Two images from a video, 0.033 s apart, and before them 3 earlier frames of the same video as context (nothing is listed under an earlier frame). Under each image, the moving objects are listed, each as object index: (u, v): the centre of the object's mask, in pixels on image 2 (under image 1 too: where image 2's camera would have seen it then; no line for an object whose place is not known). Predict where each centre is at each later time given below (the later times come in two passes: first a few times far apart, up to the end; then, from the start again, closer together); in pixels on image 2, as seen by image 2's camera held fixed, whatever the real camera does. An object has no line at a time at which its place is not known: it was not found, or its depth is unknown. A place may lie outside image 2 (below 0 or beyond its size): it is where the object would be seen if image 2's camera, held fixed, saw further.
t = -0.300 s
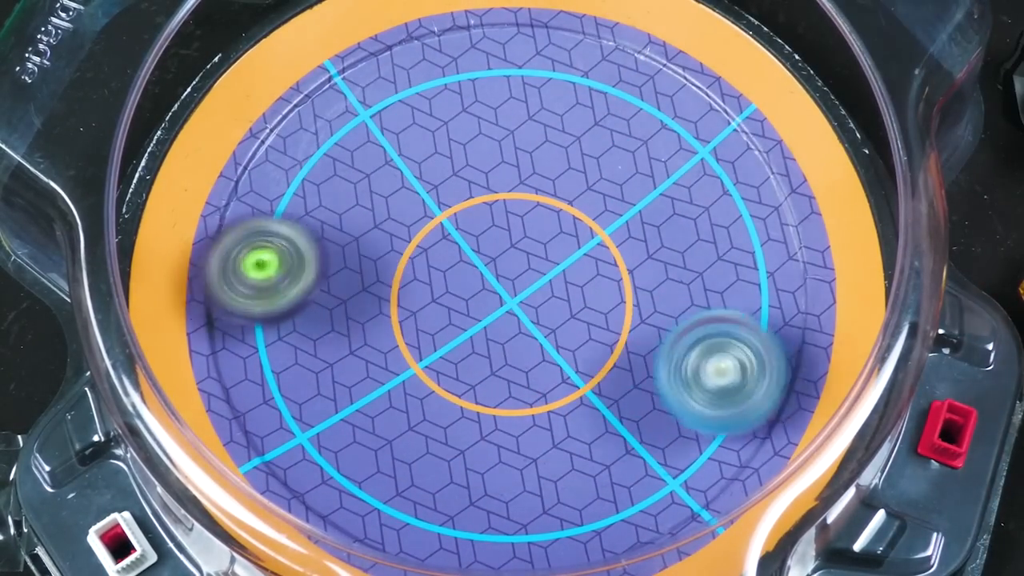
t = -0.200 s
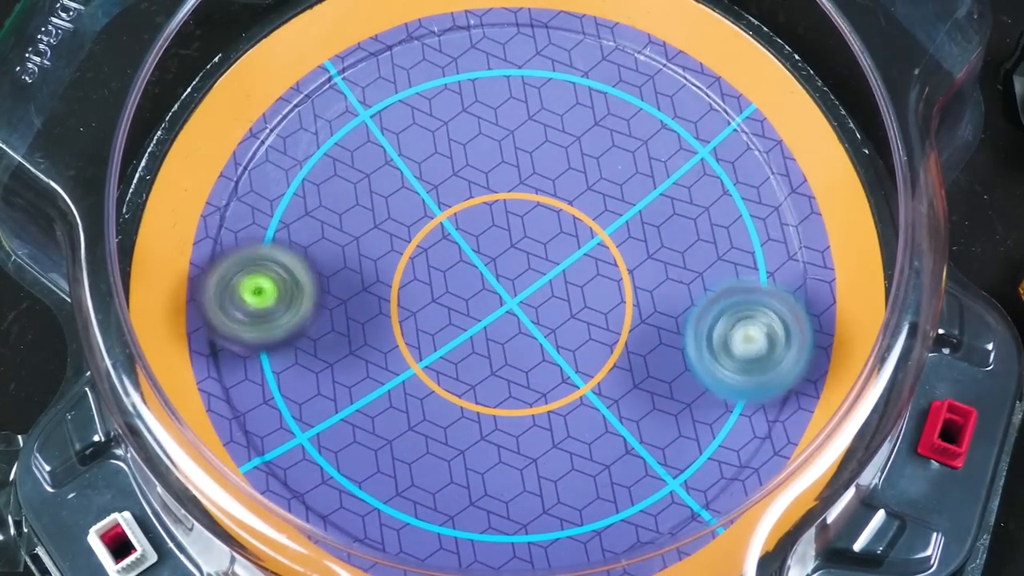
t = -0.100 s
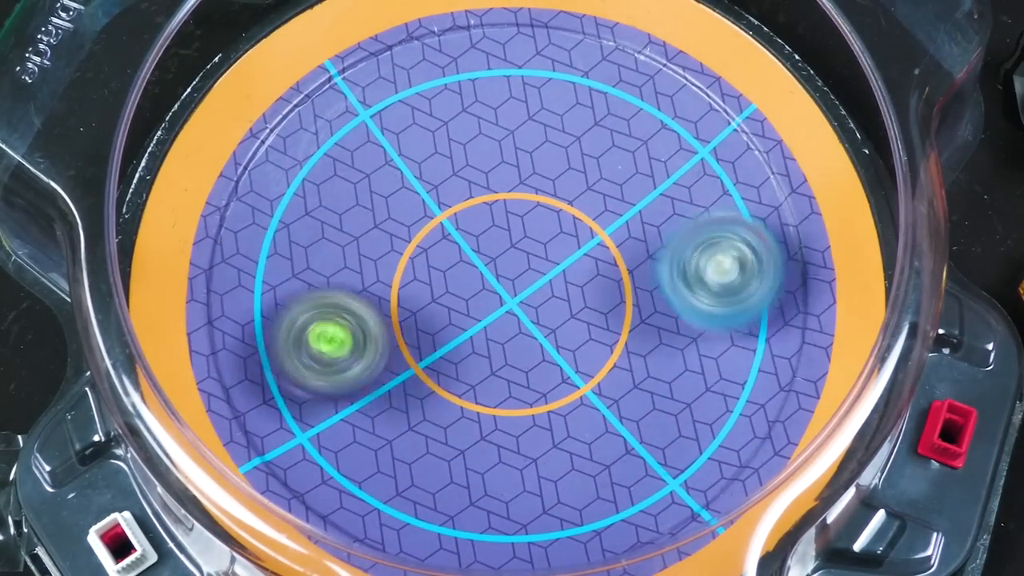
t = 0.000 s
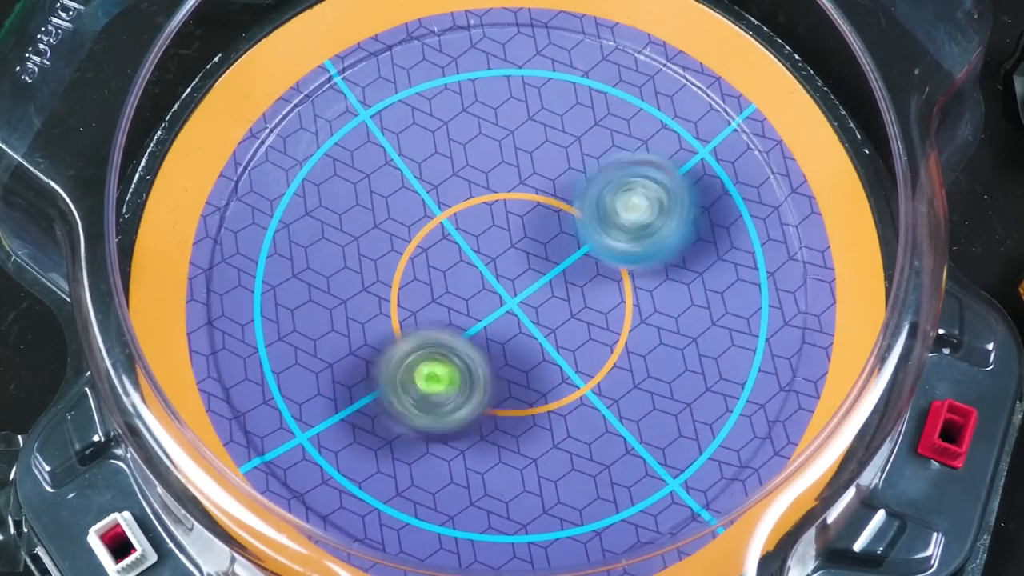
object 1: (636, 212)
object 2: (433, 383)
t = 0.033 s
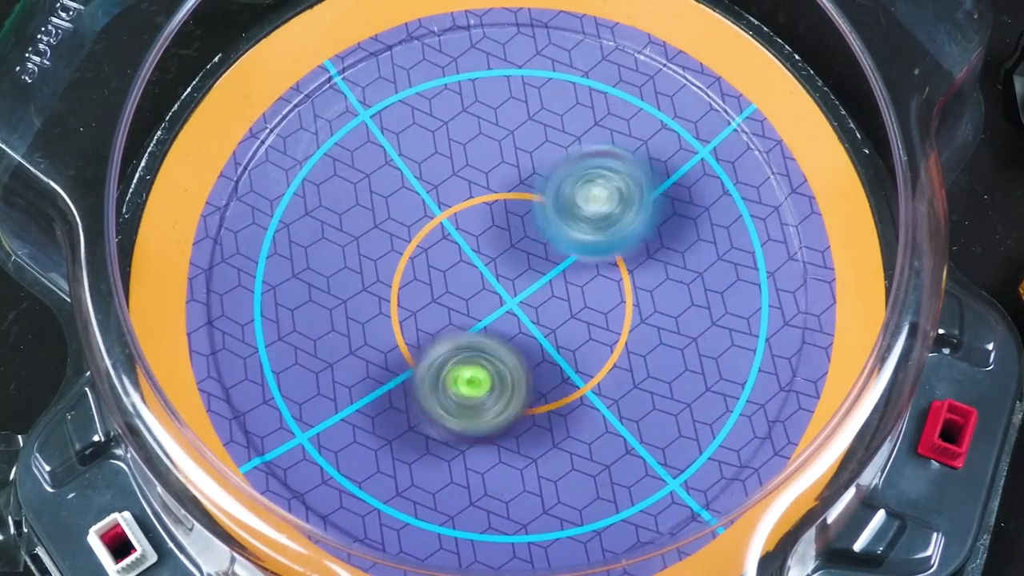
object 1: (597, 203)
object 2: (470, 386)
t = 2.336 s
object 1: (568, 175)
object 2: (379, 258)
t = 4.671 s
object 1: (419, 214)
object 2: (527, 309)
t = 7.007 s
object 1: (574, 233)
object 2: (492, 330)
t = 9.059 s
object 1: (497, 383)
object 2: (505, 242)
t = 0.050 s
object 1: (578, 201)
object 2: (486, 386)
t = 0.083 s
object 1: (539, 201)
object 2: (518, 378)
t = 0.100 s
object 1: (522, 202)
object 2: (531, 372)
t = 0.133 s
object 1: (487, 208)
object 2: (556, 358)
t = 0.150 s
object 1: (469, 213)
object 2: (567, 350)
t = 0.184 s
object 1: (438, 225)
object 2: (587, 332)
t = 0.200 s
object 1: (425, 232)
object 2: (594, 325)
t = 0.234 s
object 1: (402, 248)
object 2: (606, 309)
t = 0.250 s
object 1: (393, 258)
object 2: (611, 300)
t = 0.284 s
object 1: (378, 279)
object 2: (614, 283)
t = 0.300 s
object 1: (372, 291)
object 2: (615, 276)
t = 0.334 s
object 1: (366, 314)
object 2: (612, 262)
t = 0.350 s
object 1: (365, 325)
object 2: (609, 256)
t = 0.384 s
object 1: (369, 348)
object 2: (603, 248)
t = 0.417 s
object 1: (379, 371)
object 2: (591, 241)
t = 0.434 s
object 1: (387, 382)
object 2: (585, 239)
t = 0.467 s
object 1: (407, 401)
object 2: (571, 232)
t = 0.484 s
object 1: (420, 409)
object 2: (562, 230)
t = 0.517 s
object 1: (448, 423)
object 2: (546, 224)
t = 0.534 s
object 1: (461, 427)
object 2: (536, 221)
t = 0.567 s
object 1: (491, 431)
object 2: (517, 215)
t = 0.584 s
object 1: (505, 432)
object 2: (509, 211)
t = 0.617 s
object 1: (532, 428)
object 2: (489, 205)
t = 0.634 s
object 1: (546, 426)
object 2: (481, 203)
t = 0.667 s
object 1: (571, 416)
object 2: (465, 199)
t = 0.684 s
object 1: (583, 408)
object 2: (455, 198)
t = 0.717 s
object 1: (602, 390)
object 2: (439, 200)
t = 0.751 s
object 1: (612, 368)
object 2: (428, 204)
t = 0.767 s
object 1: (614, 357)
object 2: (424, 207)
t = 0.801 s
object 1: (612, 331)
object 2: (421, 215)
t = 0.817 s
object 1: (607, 318)
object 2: (420, 220)
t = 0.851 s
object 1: (594, 293)
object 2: (422, 229)
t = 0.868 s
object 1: (583, 281)
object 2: (424, 233)
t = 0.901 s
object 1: (565, 260)
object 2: (430, 244)
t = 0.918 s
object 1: (559, 250)
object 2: (431, 248)
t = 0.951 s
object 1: (598, 241)
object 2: (382, 244)
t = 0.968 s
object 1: (615, 239)
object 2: (361, 241)
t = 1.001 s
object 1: (648, 230)
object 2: (325, 236)
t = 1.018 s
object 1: (660, 226)
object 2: (311, 234)
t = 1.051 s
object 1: (676, 219)
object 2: (289, 232)
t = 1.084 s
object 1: (684, 209)
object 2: (276, 233)
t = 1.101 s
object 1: (685, 204)
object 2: (273, 236)
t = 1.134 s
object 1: (680, 197)
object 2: (276, 244)
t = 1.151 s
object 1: (675, 194)
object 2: (281, 250)
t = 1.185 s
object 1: (659, 185)
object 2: (299, 265)
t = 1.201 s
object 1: (651, 181)
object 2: (311, 273)
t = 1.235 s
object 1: (627, 169)
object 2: (338, 291)
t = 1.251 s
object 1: (614, 164)
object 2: (353, 299)
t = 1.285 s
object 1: (586, 160)
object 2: (385, 311)
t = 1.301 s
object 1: (569, 160)
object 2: (400, 315)
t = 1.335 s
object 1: (534, 164)
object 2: (430, 322)
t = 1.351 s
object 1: (517, 170)
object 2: (446, 324)
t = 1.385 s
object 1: (487, 181)
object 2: (475, 322)
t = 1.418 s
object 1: (459, 203)
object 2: (505, 315)
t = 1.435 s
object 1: (448, 208)
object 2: (521, 316)
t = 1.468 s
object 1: (422, 215)
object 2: (552, 322)
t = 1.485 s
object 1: (411, 220)
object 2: (566, 322)
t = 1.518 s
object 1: (395, 233)
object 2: (592, 323)
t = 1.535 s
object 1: (389, 242)
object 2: (603, 321)
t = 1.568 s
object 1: (384, 263)
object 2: (624, 315)
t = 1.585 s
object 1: (383, 272)
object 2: (632, 310)
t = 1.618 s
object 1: (387, 294)
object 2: (645, 297)
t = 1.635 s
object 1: (391, 304)
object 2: (649, 289)
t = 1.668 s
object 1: (405, 328)
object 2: (655, 275)
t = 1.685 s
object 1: (414, 340)
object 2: (657, 267)
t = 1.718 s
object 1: (436, 360)
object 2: (655, 252)
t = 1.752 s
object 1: (465, 376)
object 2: (649, 237)
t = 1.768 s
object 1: (482, 382)
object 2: (645, 229)
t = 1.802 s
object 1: (513, 388)
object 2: (635, 212)
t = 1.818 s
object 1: (531, 388)
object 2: (628, 204)
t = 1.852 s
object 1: (564, 383)
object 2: (612, 188)
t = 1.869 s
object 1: (578, 378)
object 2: (605, 181)
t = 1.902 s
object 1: (607, 361)
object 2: (586, 170)
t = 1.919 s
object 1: (619, 350)
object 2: (576, 167)
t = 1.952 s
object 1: (636, 327)
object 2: (555, 164)
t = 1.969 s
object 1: (642, 313)
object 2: (545, 165)
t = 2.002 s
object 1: (647, 282)
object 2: (525, 167)
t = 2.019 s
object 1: (646, 266)
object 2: (517, 169)
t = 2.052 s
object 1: (637, 239)
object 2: (500, 173)
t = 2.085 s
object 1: (620, 215)
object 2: (489, 178)
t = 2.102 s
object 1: (608, 201)
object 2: (485, 180)
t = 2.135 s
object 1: (605, 186)
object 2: (461, 186)
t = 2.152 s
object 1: (605, 182)
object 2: (444, 189)
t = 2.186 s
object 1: (607, 178)
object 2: (417, 195)
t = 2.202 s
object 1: (608, 178)
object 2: (407, 200)
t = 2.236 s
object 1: (607, 176)
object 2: (391, 210)
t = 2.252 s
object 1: (603, 176)
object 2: (385, 216)
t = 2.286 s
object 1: (592, 176)
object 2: (378, 232)
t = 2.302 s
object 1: (585, 176)
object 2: (377, 239)
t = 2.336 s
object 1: (568, 175)
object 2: (379, 258)
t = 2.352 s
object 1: (559, 174)
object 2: (384, 267)
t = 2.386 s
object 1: (541, 174)
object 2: (396, 288)
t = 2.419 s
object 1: (528, 174)
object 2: (413, 308)
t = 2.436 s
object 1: (523, 174)
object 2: (424, 319)
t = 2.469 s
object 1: (513, 180)
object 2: (448, 338)
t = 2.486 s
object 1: (509, 185)
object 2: (461, 346)
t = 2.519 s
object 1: (502, 199)
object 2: (485, 357)
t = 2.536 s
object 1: (499, 208)
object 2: (498, 359)
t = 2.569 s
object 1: (493, 228)
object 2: (520, 361)
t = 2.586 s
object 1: (492, 240)
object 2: (530, 360)
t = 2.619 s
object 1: (488, 245)
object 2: (552, 373)
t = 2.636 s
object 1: (486, 244)
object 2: (564, 384)
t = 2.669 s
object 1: (482, 242)
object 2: (583, 397)
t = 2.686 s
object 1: (481, 241)
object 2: (592, 402)
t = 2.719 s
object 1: (480, 241)
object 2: (607, 404)
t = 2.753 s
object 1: (480, 242)
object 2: (617, 398)
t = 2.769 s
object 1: (481, 242)
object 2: (620, 391)
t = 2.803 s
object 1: (483, 244)
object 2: (626, 373)
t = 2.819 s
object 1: (485, 245)
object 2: (628, 364)
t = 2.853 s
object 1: (488, 247)
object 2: (627, 344)
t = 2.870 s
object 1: (490, 249)
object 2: (625, 333)
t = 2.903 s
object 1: (495, 253)
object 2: (618, 312)
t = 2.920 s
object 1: (497, 255)
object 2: (616, 303)
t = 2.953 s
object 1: (488, 253)
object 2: (621, 292)
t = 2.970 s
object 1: (484, 253)
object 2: (623, 288)
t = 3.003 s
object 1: (479, 253)
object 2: (624, 282)
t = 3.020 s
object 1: (477, 253)
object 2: (623, 280)
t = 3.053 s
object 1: (474, 256)
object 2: (619, 277)
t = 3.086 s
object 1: (474, 259)
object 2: (613, 276)
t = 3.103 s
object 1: (474, 261)
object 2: (609, 276)
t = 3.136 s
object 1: (472, 264)
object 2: (604, 278)
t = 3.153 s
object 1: (462, 264)
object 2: (610, 281)
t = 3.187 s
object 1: (445, 264)
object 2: (619, 287)
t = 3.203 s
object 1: (439, 264)
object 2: (621, 290)
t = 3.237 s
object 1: (431, 267)
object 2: (621, 295)
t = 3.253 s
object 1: (429, 269)
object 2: (619, 299)
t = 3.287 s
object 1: (426, 274)
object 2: (610, 304)
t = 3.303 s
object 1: (426, 278)
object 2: (606, 306)
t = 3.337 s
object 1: (427, 285)
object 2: (591, 308)
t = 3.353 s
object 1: (428, 287)
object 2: (582, 307)
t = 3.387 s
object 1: (430, 291)
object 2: (564, 304)
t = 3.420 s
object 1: (412, 288)
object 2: (571, 300)
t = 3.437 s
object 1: (401, 287)
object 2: (576, 298)
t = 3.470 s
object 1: (386, 283)
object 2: (584, 298)
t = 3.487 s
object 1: (380, 282)
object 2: (588, 298)
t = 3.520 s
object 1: (374, 281)
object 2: (592, 297)
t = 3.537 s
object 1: (371, 282)
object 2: (594, 297)
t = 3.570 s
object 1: (369, 285)
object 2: (596, 296)
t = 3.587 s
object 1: (369, 288)
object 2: (595, 295)
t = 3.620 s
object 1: (371, 293)
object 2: (593, 293)
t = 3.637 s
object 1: (373, 297)
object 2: (591, 292)
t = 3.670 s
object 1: (377, 306)
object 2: (586, 289)
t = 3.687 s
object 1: (380, 309)
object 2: (583, 288)
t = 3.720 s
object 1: (384, 316)
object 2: (577, 285)
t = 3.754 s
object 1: (390, 321)
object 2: (570, 283)
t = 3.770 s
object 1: (393, 324)
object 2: (567, 282)
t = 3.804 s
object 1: (398, 326)
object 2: (559, 280)
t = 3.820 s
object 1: (400, 325)
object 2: (556, 279)
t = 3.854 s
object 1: (405, 322)
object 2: (548, 277)
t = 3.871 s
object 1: (408, 318)
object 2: (545, 277)
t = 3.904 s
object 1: (413, 309)
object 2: (540, 276)
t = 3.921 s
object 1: (412, 303)
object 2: (542, 275)
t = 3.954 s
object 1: (406, 291)
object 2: (550, 273)
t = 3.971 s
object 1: (405, 284)
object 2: (553, 273)
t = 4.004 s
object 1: (405, 272)
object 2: (559, 276)
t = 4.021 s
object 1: (407, 266)
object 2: (562, 278)
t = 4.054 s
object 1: (412, 257)
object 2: (562, 282)
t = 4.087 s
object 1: (419, 250)
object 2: (561, 290)
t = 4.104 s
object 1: (423, 247)
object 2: (560, 293)
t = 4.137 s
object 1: (430, 245)
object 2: (554, 300)
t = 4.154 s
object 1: (434, 246)
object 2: (548, 303)
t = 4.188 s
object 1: (434, 244)
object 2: (545, 311)
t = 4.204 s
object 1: (432, 244)
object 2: (543, 314)
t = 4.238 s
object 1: (429, 243)
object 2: (535, 317)
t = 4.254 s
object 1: (427, 242)
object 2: (530, 318)
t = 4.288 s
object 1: (421, 238)
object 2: (523, 318)
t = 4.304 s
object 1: (418, 234)
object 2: (519, 315)
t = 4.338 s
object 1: (414, 229)
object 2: (509, 310)
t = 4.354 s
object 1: (411, 223)
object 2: (508, 307)
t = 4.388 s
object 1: (403, 211)
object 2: (510, 304)
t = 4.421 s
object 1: (400, 202)
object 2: (510, 303)
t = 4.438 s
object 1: (399, 200)
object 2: (511, 302)
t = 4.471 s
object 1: (399, 197)
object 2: (513, 301)
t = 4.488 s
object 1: (400, 197)
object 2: (514, 300)
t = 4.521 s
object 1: (404, 198)
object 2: (515, 300)
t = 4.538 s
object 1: (407, 200)
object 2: (515, 300)
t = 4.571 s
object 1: (412, 206)
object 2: (516, 298)
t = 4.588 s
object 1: (415, 209)
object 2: (516, 299)
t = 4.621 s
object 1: (421, 215)
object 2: (517, 299)
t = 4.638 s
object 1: (421, 216)
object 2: (520, 301)
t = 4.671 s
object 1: (419, 214)
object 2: (527, 309)
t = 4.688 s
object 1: (420, 213)
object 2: (530, 311)
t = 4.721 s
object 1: (420, 211)
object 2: (533, 315)
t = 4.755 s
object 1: (423, 209)
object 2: (534, 316)
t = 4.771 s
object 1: (424, 208)
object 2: (534, 316)
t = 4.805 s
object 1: (427, 206)
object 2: (533, 314)
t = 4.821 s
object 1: (429, 206)
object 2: (531, 312)
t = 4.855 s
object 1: (433, 204)
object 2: (530, 308)
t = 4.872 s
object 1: (436, 203)
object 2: (529, 305)
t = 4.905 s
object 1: (443, 200)
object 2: (527, 299)
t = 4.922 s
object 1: (448, 199)
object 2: (527, 296)
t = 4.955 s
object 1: (453, 193)
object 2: (528, 292)
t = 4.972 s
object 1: (457, 190)
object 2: (530, 292)
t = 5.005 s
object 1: (463, 188)
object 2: (535, 291)
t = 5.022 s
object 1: (466, 188)
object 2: (537, 290)
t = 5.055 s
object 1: (471, 188)
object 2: (541, 289)
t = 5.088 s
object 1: (473, 175)
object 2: (551, 300)
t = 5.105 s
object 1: (473, 167)
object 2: (554, 308)
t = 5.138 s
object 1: (474, 157)
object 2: (559, 321)
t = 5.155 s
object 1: (474, 152)
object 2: (560, 326)
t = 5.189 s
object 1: (475, 148)
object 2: (556, 336)
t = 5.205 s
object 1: (476, 147)
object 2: (555, 339)
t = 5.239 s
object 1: (477, 148)
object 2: (550, 342)
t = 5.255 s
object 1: (478, 150)
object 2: (546, 343)
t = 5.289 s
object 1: (479, 156)
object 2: (542, 340)
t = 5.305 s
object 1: (479, 159)
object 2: (538, 338)
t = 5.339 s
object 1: (478, 169)
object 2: (532, 334)
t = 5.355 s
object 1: (477, 174)
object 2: (531, 330)
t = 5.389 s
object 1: (476, 182)
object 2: (527, 323)
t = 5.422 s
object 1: (472, 190)
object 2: (524, 316)
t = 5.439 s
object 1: (470, 194)
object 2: (523, 312)
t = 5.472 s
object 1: (469, 195)
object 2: (523, 307)
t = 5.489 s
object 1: (466, 190)
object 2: (527, 309)
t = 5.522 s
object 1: (467, 178)
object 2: (529, 316)
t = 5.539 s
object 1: (469, 175)
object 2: (530, 316)
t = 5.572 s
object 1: (472, 172)
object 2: (528, 316)
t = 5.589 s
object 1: (475, 172)
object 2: (529, 316)
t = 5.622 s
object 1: (480, 173)
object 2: (526, 313)
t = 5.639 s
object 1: (482, 174)
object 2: (527, 312)
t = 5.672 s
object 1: (486, 177)
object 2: (525, 307)
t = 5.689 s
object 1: (488, 180)
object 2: (524, 306)
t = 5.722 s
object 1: (493, 184)
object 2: (523, 303)
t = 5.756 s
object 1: (496, 174)
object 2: (523, 315)
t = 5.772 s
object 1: (500, 169)
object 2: (525, 320)
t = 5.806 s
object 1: (505, 161)
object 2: (522, 327)
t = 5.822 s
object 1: (506, 160)
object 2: (522, 329)
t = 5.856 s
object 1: (509, 159)
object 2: (519, 330)
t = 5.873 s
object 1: (510, 160)
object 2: (520, 328)
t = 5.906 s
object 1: (512, 163)
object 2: (517, 326)
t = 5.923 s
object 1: (512, 165)
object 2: (517, 324)
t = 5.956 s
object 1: (513, 171)
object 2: (517, 321)
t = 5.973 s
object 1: (514, 174)
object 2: (517, 320)
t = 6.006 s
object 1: (513, 180)
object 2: (517, 316)
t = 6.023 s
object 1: (514, 182)
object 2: (517, 315)
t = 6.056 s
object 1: (513, 187)
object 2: (519, 310)
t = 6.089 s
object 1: (515, 186)
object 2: (518, 315)
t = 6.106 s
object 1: (517, 176)
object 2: (518, 325)
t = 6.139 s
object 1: (523, 157)
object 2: (513, 345)
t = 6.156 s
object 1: (525, 152)
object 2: (513, 350)
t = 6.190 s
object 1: (530, 144)
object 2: (511, 355)
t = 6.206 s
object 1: (531, 142)
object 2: (510, 356)
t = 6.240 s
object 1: (532, 142)
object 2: (509, 356)
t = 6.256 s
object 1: (533, 143)
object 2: (510, 356)
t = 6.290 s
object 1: (532, 147)
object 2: (510, 354)
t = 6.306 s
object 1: (531, 150)
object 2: (511, 352)
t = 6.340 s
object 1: (530, 157)
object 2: (511, 350)
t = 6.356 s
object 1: (528, 161)
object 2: (512, 348)
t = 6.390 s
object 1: (526, 169)
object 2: (513, 346)
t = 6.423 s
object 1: (523, 176)
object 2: (516, 342)
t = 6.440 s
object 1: (522, 181)
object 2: (516, 341)
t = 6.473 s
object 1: (521, 188)
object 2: (518, 337)
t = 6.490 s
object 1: (520, 190)
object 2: (516, 335)
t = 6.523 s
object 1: (521, 196)
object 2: (519, 331)
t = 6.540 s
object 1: (523, 198)
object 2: (518, 330)
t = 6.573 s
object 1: (526, 204)
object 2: (520, 326)
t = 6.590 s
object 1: (530, 205)
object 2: (518, 325)
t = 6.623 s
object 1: (535, 205)
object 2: (518, 329)
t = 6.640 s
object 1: (538, 205)
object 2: (516, 329)
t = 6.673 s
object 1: (541, 209)
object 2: (515, 328)
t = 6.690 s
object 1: (543, 211)
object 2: (513, 328)
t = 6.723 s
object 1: (548, 212)
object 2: (510, 331)
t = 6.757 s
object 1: (550, 216)
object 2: (506, 331)
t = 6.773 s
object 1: (552, 217)
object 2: (506, 331)
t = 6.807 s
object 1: (558, 216)
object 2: (500, 334)
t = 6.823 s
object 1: (560, 216)
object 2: (500, 334)
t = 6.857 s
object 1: (565, 219)
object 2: (497, 334)
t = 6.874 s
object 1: (565, 220)
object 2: (499, 333)
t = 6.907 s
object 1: (567, 224)
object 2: (497, 332)
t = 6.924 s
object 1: (568, 225)
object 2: (497, 331)
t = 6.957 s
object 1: (569, 230)
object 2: (496, 330)
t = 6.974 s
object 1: (570, 232)
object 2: (495, 329)
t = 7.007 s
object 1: (574, 233)
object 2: (492, 330)
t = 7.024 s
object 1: (575, 235)
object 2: (491, 329)
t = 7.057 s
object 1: (577, 237)
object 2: (491, 328)
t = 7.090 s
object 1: (579, 240)
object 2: (488, 327)
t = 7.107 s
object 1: (580, 241)
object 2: (488, 326)
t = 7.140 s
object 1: (582, 244)
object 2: (486, 324)
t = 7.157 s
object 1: (583, 244)
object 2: (486, 323)
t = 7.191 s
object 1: (585, 247)
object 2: (482, 322)
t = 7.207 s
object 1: (587, 247)
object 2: (479, 321)
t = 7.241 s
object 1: (590, 248)
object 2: (476, 321)
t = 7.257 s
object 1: (592, 249)
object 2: (474, 321)
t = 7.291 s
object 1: (591, 251)
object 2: (474, 319)
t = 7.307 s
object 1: (591, 252)
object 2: (472, 317)
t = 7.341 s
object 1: (590, 255)
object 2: (472, 315)
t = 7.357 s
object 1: (589, 257)
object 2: (470, 314)
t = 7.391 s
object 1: (587, 259)
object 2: (470, 311)
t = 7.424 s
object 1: (589, 261)
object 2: (466, 310)
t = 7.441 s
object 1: (591, 262)
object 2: (464, 308)
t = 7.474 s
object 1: (593, 264)
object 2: (463, 306)
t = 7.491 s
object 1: (592, 265)
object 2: (461, 306)
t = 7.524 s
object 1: (592, 268)
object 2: (462, 301)
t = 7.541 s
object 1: (591, 269)
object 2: (460, 300)
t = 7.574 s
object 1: (590, 271)
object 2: (461, 297)
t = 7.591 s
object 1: (588, 273)
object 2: (461, 296)
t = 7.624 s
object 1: (587, 276)
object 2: (460, 291)
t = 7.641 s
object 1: (589, 278)
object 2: (460, 290)
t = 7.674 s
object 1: (592, 282)
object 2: (456, 287)
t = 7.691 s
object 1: (593, 284)
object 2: (456, 285)
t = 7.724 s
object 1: (594, 285)
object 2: (457, 282)
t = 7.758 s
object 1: (595, 287)
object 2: (458, 279)
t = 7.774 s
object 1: (595, 288)
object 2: (461, 277)
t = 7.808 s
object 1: (595, 290)
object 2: (464, 274)
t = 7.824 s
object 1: (595, 291)
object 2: (467, 273)
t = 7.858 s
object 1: (594, 293)
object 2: (470, 270)
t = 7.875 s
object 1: (594, 294)
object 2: (470, 269)
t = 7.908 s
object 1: (596, 299)
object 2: (471, 266)
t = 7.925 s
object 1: (597, 301)
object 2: (470, 264)
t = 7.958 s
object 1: (596, 303)
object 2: (475, 262)
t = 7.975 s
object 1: (596, 304)
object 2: (475, 262)
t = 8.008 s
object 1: (595, 305)
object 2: (478, 260)
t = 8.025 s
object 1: (596, 308)
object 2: (479, 259)
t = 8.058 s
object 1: (601, 311)
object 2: (479, 254)
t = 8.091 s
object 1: (603, 313)
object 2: (483, 250)
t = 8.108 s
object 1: (603, 313)
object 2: (484, 249)
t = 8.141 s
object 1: (603, 315)
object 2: (487, 248)
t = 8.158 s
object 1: (603, 315)
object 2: (490, 248)
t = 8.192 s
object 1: (602, 317)
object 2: (494, 249)
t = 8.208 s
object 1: (600, 317)
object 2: (497, 247)
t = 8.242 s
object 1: (599, 322)
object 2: (497, 248)
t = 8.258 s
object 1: (602, 328)
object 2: (496, 243)
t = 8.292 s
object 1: (606, 335)
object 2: (496, 239)
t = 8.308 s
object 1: (606, 338)
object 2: (496, 238)
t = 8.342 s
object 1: (606, 341)
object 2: (498, 237)
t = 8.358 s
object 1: (607, 343)
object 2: (499, 238)
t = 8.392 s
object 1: (605, 346)
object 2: (501, 237)
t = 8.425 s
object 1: (602, 348)
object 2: (504, 239)
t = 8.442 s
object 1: (601, 348)
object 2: (505, 241)
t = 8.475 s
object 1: (597, 349)
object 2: (507, 244)
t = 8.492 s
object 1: (595, 349)
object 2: (508, 245)
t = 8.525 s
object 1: (590, 349)
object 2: (509, 248)
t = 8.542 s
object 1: (587, 349)
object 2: (510, 248)
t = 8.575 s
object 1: (582, 357)
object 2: (509, 246)
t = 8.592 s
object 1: (579, 369)
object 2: (508, 241)
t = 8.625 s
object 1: (579, 380)
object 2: (508, 233)
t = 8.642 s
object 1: (577, 385)
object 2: (509, 230)
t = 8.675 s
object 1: (574, 390)
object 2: (510, 227)
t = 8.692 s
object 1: (574, 392)
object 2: (510, 225)
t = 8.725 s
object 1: (570, 394)
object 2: (511, 224)
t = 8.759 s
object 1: (565, 396)
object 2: (512, 225)
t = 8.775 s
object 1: (564, 396)
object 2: (512, 225)
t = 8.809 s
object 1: (557, 397)
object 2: (512, 228)
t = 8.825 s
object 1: (554, 396)
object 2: (513, 230)
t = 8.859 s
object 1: (548, 395)
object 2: (512, 234)
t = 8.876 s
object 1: (544, 393)
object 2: (512, 235)
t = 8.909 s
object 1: (536, 390)
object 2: (511, 238)
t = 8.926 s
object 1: (532, 388)
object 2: (509, 241)
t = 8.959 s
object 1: (525, 384)
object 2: (508, 244)
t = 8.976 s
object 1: (522, 381)
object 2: (506, 247)
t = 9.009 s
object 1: (514, 377)
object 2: (505, 250)
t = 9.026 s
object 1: (510, 374)
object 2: (504, 250)
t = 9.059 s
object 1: (497, 383)
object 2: (505, 242)
